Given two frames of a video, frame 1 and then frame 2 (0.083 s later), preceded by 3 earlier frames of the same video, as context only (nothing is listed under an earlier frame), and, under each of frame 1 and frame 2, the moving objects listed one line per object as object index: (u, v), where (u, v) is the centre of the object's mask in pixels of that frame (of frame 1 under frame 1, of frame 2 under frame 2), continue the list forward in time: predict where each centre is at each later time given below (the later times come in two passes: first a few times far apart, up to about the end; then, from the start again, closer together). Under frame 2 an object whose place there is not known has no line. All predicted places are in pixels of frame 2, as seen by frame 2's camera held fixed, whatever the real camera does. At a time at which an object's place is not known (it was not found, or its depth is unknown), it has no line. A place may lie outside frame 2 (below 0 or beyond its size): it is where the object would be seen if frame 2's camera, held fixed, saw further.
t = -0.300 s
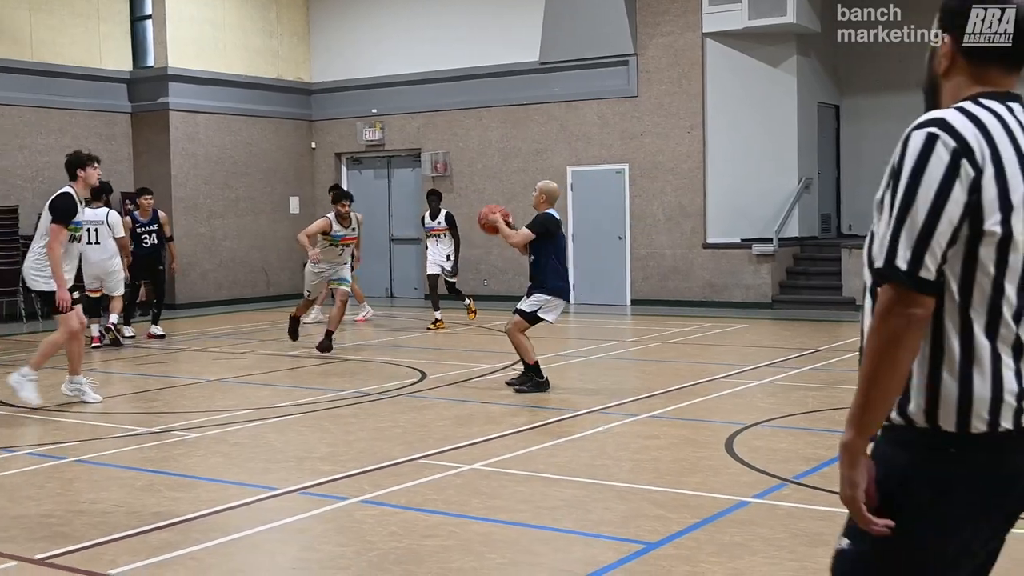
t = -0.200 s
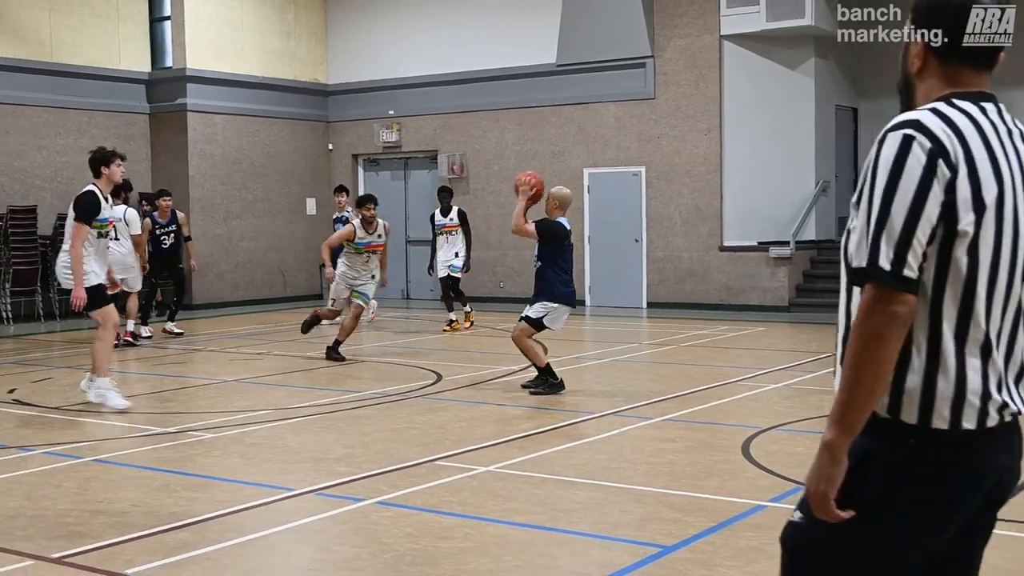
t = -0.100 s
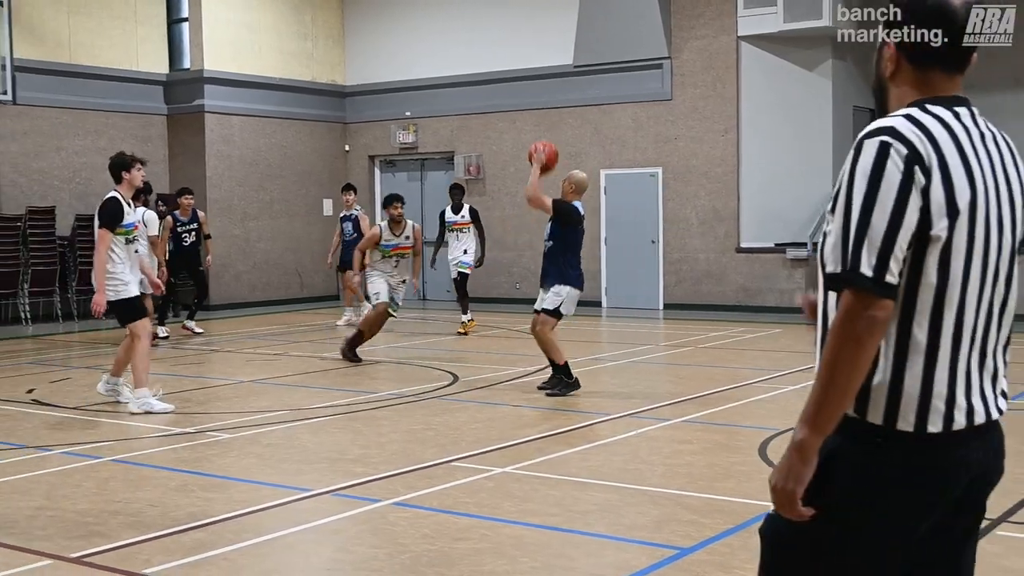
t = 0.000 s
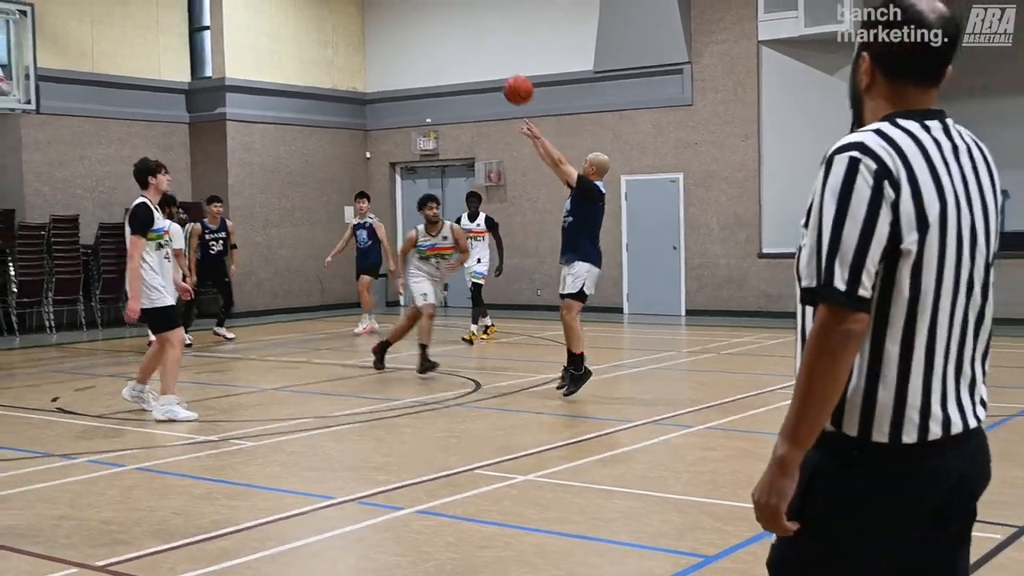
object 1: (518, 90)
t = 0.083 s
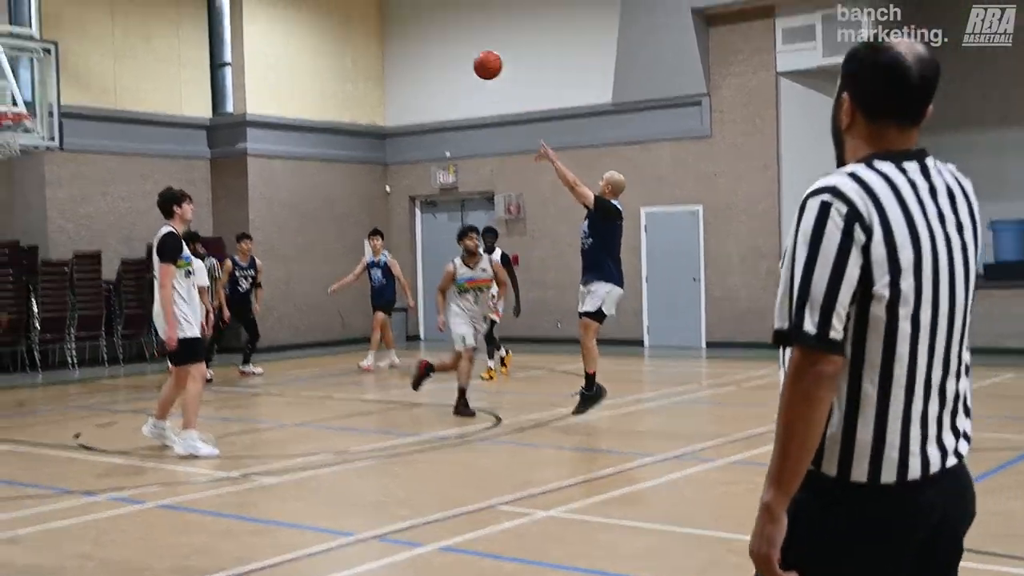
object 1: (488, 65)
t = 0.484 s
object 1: (282, -79)
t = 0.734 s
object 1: (178, -72)
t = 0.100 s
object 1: (478, 54)
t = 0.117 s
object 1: (468, 44)
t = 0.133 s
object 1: (458, 34)
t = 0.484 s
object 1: (282, -79)
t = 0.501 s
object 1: (274, -80)
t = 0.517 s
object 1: (266, -81)
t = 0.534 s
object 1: (259, -82)
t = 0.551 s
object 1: (252, -82)
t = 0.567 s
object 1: (245, -84)
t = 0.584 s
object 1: (238, -83)
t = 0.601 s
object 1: (232, -83)
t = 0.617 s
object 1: (224, -82)
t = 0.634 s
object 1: (218, -81)
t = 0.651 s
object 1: (211, -81)
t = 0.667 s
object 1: (204, -79)
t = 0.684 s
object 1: (197, -77)
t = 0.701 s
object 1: (191, -75)
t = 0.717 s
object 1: (184, -74)
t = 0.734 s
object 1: (178, -72)
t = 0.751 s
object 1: (172, -69)
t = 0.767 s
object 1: (166, -65)
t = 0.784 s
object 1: (160, -62)
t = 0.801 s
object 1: (154, -58)
